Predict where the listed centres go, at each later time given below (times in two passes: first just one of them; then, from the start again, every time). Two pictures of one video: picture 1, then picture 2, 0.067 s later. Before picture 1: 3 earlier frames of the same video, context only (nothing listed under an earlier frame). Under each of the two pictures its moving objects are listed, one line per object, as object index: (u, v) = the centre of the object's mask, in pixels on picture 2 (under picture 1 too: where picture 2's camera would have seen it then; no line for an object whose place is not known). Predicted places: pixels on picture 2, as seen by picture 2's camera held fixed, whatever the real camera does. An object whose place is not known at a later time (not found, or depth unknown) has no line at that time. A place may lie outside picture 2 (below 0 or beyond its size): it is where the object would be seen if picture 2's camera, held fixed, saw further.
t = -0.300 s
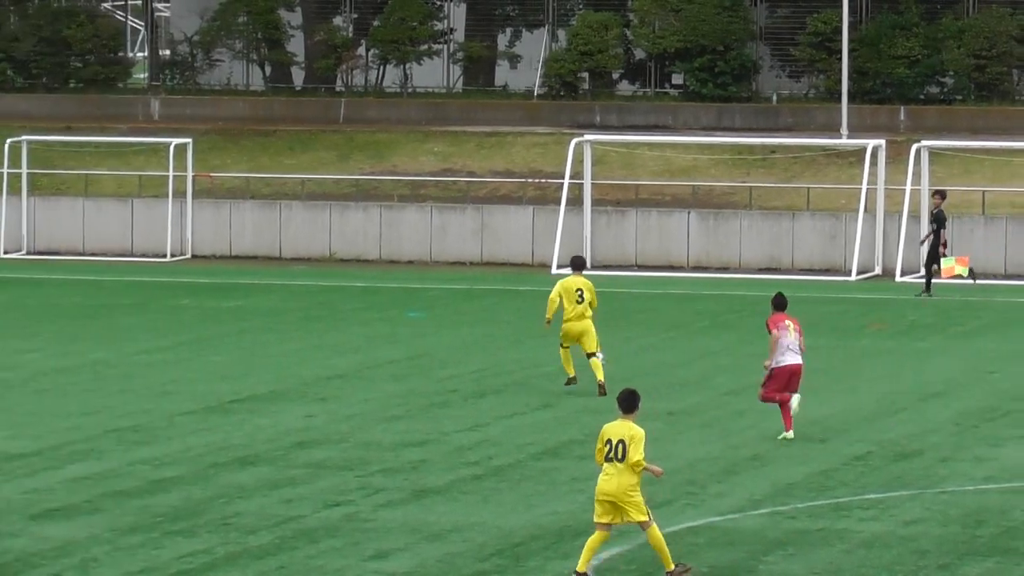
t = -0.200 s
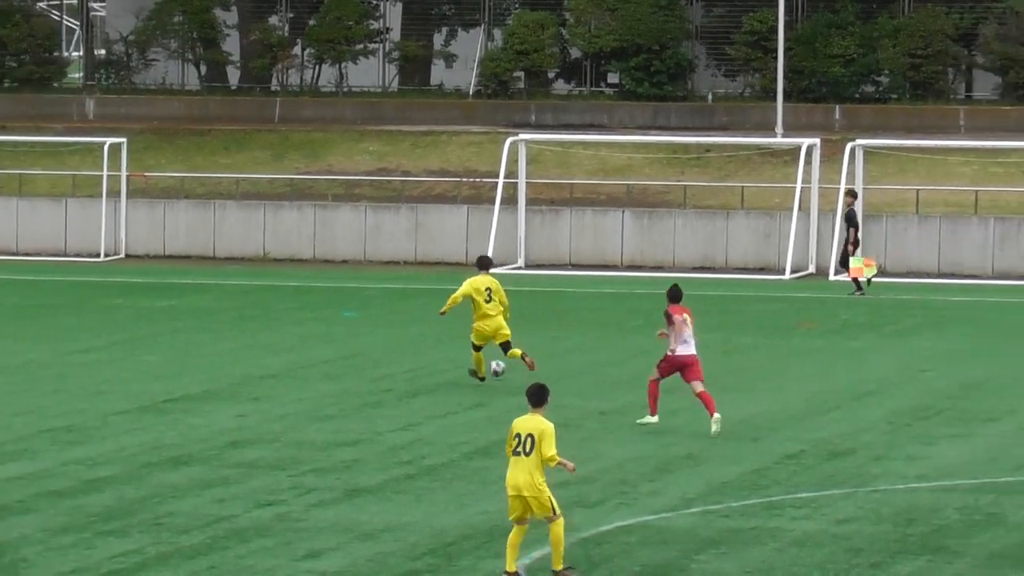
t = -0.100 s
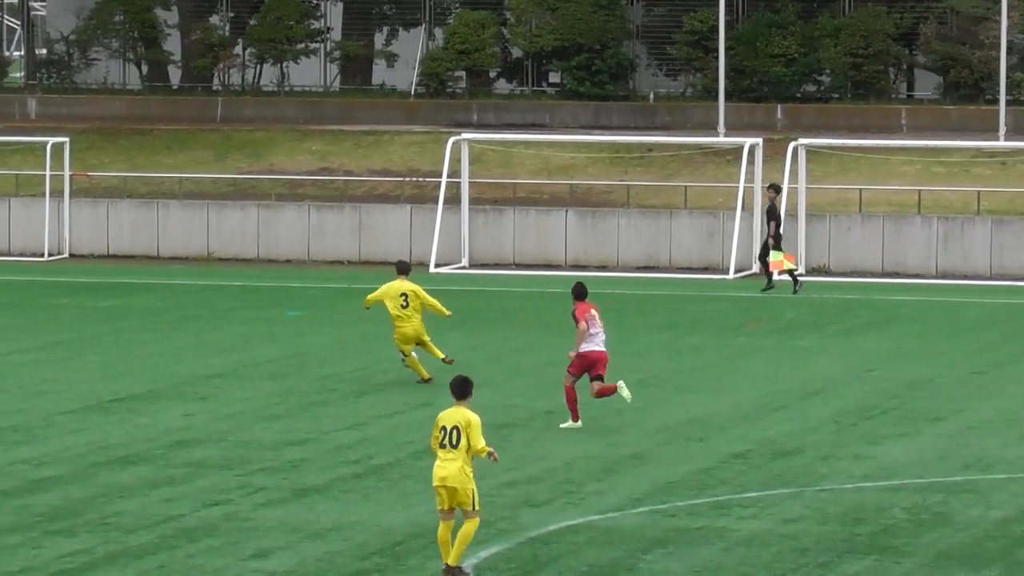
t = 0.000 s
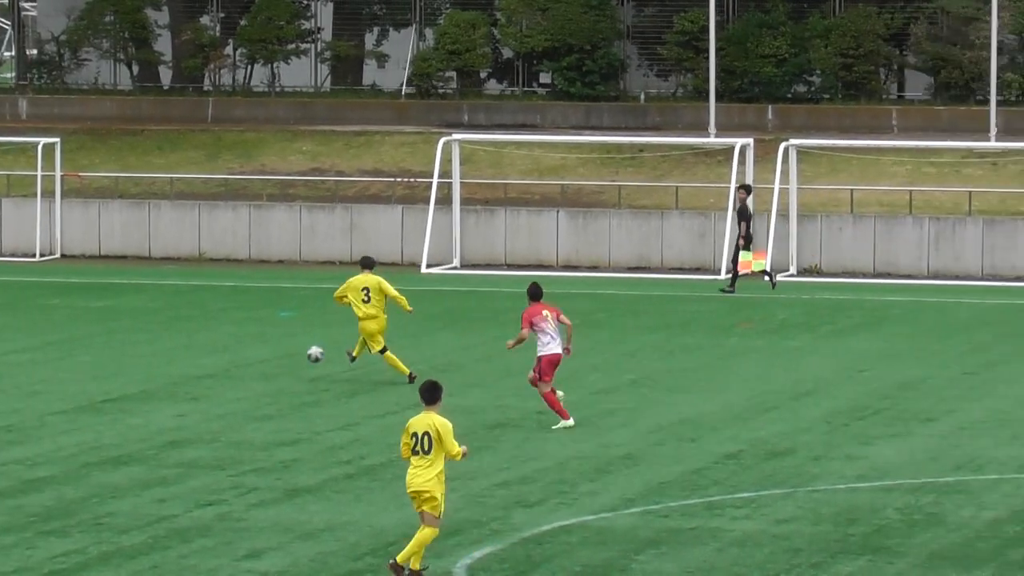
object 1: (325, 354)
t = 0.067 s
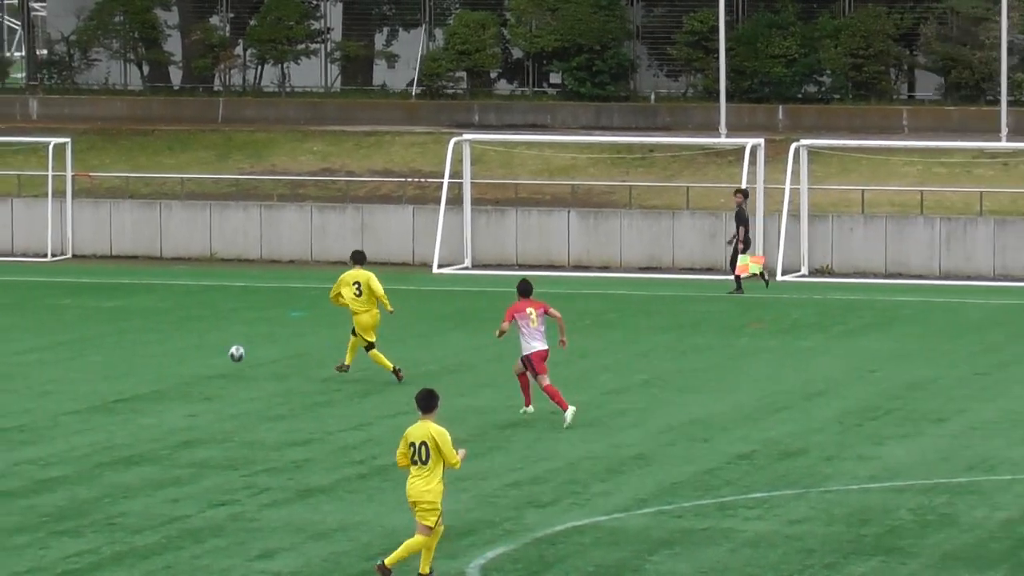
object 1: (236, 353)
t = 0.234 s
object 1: (18, 369)
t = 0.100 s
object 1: (192, 354)
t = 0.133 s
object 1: (148, 357)
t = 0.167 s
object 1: (104, 360)
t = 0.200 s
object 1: (62, 363)
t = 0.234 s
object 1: (18, 369)
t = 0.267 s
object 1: (-20, 371)
